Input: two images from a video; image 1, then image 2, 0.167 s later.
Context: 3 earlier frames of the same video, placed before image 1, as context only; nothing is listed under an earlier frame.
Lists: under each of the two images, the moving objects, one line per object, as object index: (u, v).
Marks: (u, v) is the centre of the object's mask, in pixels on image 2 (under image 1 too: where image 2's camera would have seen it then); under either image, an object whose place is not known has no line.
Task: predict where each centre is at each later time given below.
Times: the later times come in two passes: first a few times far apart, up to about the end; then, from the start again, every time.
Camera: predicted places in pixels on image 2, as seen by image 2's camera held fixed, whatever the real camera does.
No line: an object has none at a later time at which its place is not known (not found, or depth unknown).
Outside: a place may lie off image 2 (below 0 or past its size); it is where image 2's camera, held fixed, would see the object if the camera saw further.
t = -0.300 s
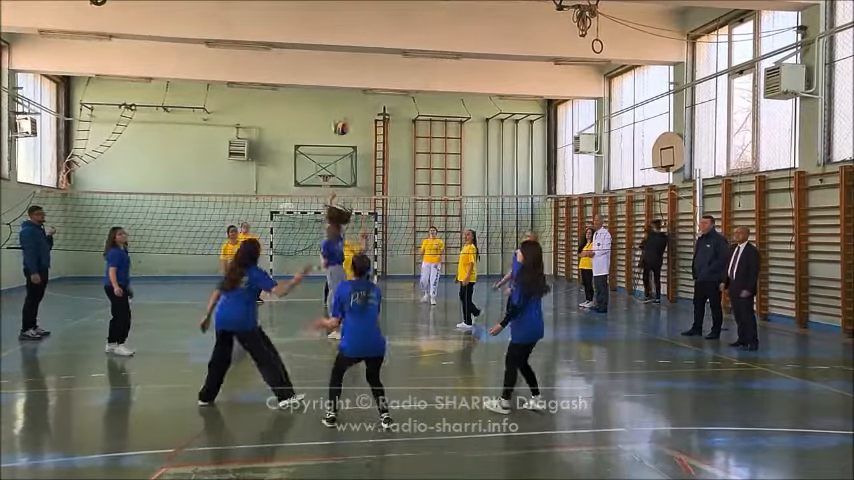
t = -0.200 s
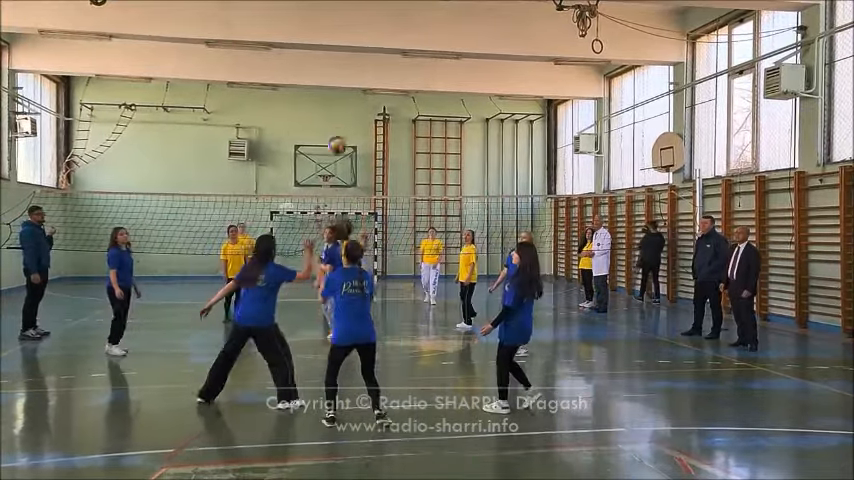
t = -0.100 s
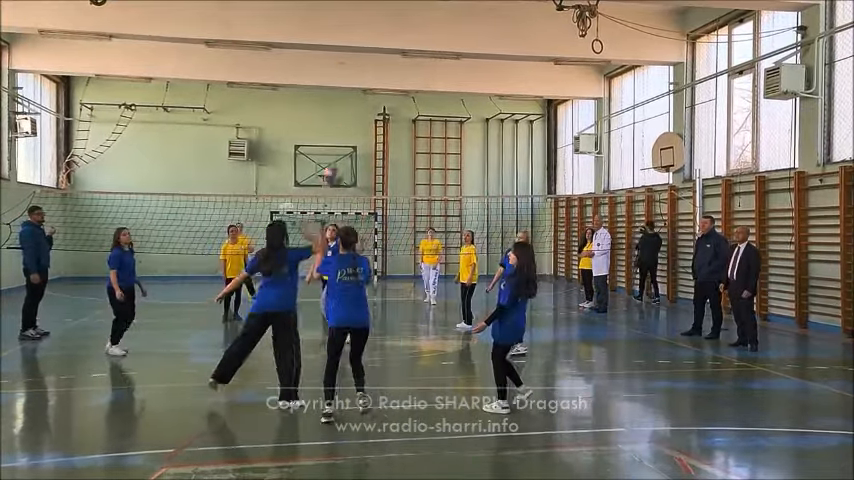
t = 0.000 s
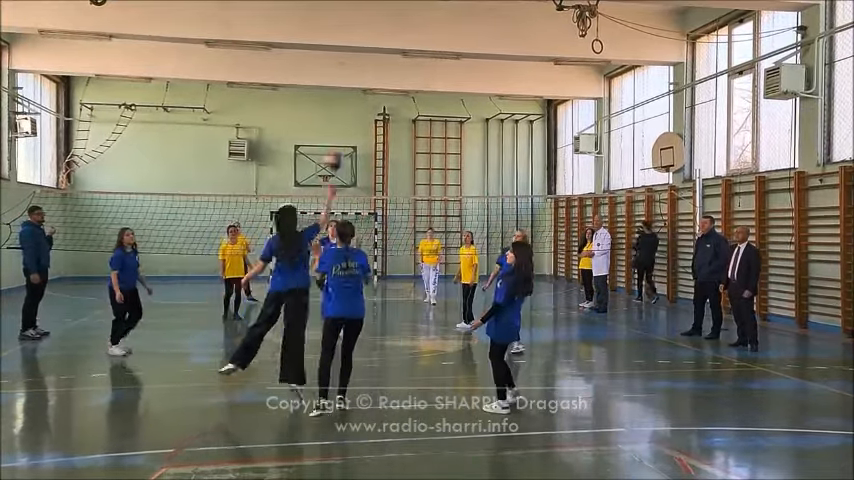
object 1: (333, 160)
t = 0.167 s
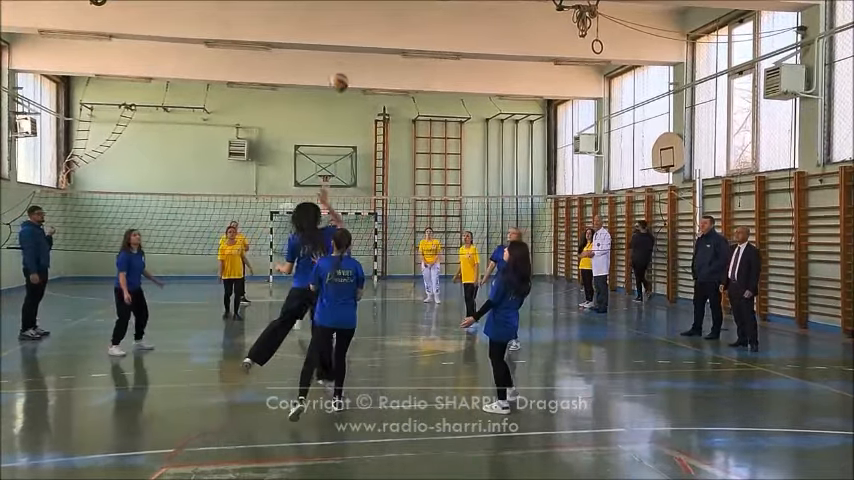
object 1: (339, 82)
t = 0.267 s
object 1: (340, 53)
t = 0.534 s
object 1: (343, 25)
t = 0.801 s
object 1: (344, 54)
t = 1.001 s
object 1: (344, 104)
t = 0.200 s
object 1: (340, 71)
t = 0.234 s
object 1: (340, 61)
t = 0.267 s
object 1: (340, 53)
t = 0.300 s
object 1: (341, 45)
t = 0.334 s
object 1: (341, 40)
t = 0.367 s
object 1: (342, 35)
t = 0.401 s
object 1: (342, 31)
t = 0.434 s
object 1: (342, 28)
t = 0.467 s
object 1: (342, 26)
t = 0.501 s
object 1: (343, 25)
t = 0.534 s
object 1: (343, 25)
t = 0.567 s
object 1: (343, 26)
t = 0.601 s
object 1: (343, 28)
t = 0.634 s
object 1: (343, 30)
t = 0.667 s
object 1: (343, 33)
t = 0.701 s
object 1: (343, 37)
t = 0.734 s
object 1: (344, 42)
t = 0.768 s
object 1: (344, 47)
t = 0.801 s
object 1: (344, 54)
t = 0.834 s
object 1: (343, 61)
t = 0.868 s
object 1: (344, 68)
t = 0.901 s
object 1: (345, 76)
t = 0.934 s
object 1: (345, 85)
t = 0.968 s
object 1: (343, 96)
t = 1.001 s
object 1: (344, 104)
